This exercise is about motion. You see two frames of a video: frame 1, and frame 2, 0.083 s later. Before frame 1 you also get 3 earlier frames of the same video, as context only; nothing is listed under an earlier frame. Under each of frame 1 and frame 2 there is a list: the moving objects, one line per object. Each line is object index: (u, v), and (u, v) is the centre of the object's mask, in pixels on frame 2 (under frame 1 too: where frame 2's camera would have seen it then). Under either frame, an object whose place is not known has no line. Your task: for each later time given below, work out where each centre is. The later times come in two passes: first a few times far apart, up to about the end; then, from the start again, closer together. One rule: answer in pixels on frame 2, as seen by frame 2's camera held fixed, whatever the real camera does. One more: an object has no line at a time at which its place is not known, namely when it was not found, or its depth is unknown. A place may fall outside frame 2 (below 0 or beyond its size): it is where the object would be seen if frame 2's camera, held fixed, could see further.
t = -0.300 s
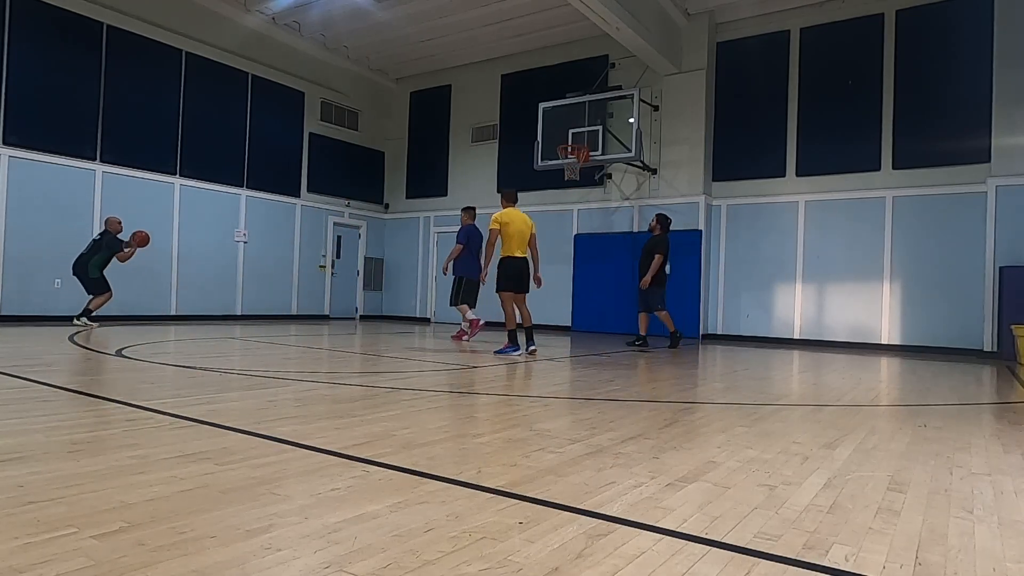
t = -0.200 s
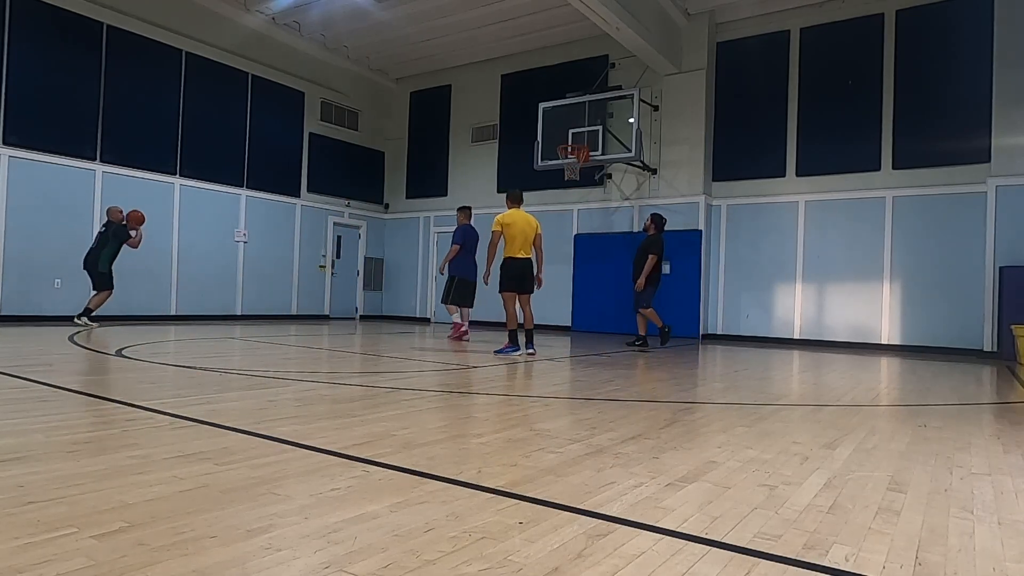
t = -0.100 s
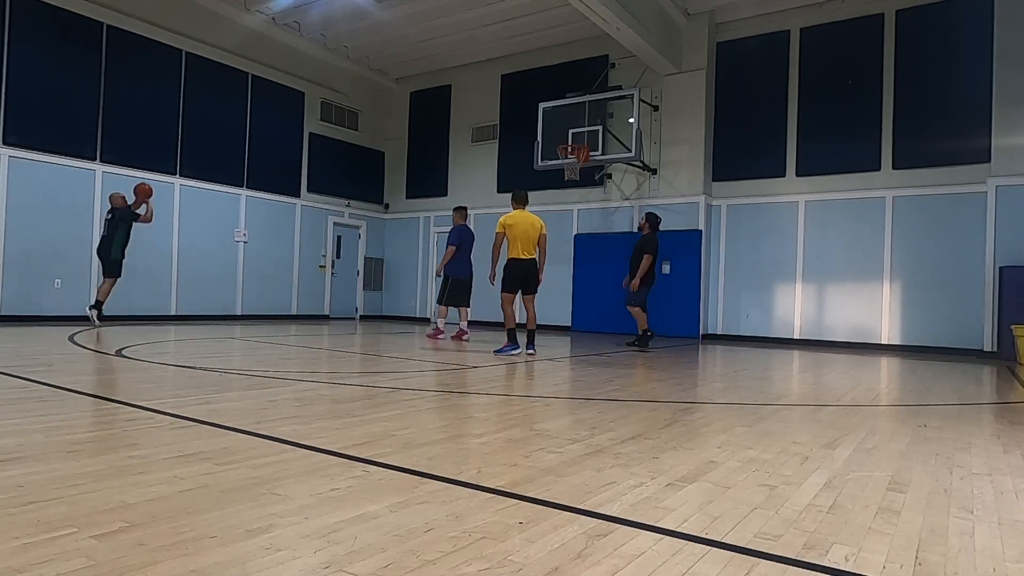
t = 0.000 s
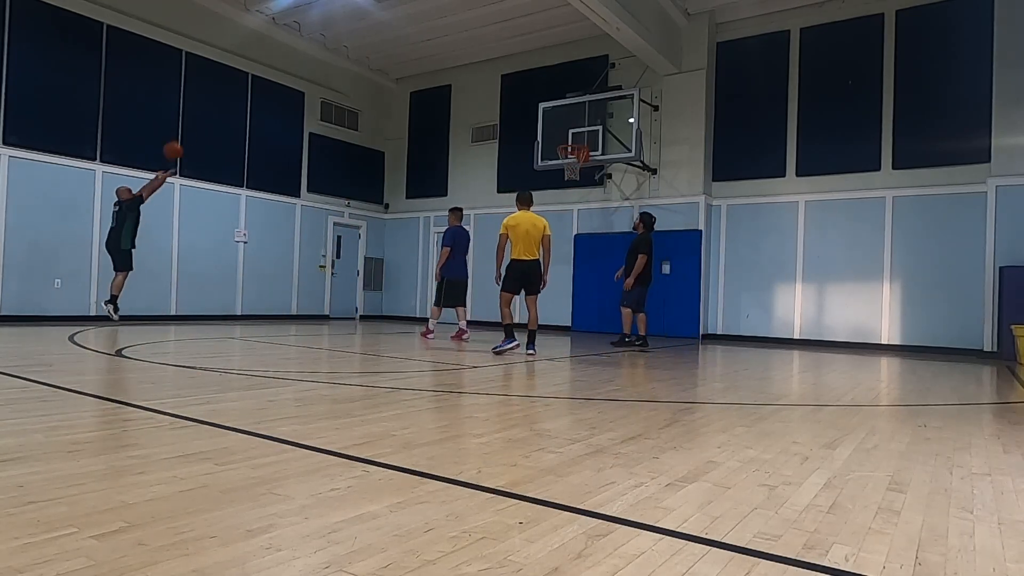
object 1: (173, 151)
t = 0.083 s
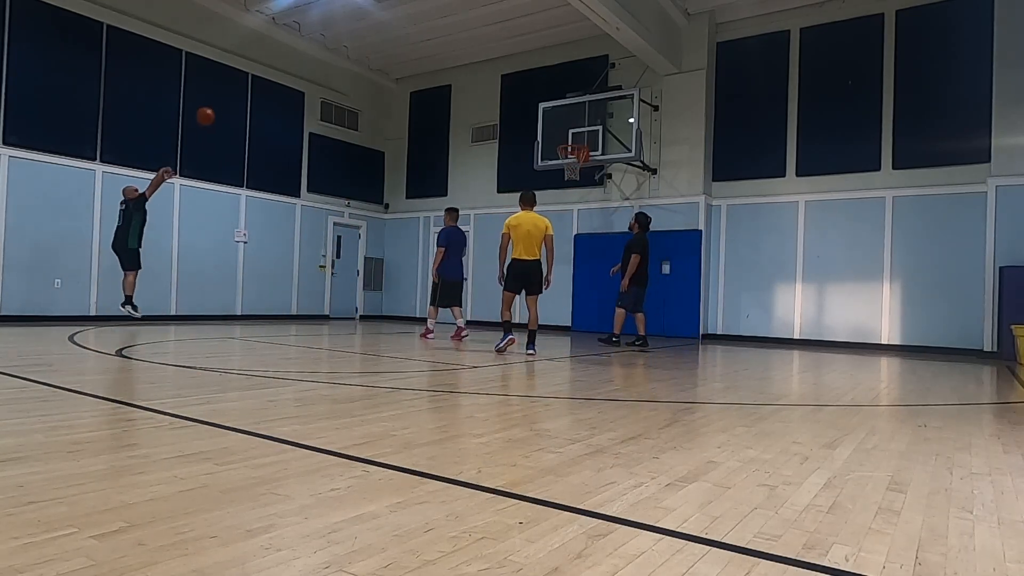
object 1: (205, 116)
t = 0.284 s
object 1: (278, 57)
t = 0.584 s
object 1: (379, 21)
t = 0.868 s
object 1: (466, 41)
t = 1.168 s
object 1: (549, 114)
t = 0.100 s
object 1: (211, 110)
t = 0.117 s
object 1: (218, 104)
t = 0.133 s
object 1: (223, 99)
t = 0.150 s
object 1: (230, 93)
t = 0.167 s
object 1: (236, 88)
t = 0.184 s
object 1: (242, 83)
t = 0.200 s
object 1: (249, 78)
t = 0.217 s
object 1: (255, 74)
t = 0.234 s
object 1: (261, 69)
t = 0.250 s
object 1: (266, 65)
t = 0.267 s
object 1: (273, 61)
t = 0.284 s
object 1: (278, 57)
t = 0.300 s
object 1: (284, 53)
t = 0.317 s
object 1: (290, 50)
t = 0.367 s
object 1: (307, 41)
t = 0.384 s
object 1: (313, 38)
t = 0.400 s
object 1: (318, 36)
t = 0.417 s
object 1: (324, 34)
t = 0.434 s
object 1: (329, 32)
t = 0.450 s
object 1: (335, 30)
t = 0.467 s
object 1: (341, 28)
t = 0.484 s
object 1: (346, 27)
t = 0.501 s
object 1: (351, 25)
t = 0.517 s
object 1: (357, 24)
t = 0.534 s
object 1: (362, 23)
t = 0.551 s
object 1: (368, 22)
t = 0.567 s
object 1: (373, 22)
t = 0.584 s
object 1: (379, 21)
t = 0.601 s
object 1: (384, 21)
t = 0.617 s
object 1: (389, 21)
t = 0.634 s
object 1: (394, 21)
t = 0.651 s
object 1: (399, 22)
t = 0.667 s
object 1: (405, 22)
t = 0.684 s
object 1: (410, 23)
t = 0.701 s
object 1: (415, 24)
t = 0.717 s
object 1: (420, 25)
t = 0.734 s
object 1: (425, 26)
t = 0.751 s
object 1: (430, 27)
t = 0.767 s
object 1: (435, 29)
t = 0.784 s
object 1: (440, 30)
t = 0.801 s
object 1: (445, 32)
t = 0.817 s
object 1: (451, 34)
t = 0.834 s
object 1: (455, 36)
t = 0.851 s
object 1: (460, 39)
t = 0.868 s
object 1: (466, 41)
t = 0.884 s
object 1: (470, 44)
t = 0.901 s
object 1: (475, 47)
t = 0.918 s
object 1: (479, 50)
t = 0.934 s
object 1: (484, 53)
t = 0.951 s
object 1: (489, 57)
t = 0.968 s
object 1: (494, 60)
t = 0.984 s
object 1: (498, 64)
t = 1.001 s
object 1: (503, 68)
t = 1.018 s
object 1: (508, 72)
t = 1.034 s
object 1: (512, 76)
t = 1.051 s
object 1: (516, 80)
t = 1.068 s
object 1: (521, 85)
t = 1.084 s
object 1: (526, 89)
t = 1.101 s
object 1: (530, 94)
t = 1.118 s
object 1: (535, 99)
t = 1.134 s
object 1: (539, 104)
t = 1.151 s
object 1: (545, 109)
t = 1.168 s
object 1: (549, 114)
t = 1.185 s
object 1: (553, 120)
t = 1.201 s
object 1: (557, 126)
